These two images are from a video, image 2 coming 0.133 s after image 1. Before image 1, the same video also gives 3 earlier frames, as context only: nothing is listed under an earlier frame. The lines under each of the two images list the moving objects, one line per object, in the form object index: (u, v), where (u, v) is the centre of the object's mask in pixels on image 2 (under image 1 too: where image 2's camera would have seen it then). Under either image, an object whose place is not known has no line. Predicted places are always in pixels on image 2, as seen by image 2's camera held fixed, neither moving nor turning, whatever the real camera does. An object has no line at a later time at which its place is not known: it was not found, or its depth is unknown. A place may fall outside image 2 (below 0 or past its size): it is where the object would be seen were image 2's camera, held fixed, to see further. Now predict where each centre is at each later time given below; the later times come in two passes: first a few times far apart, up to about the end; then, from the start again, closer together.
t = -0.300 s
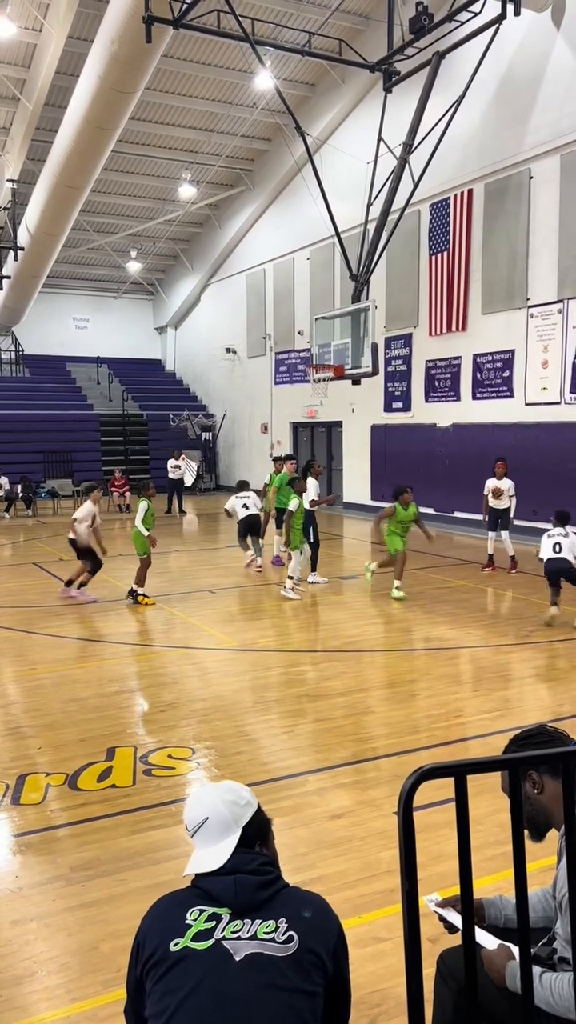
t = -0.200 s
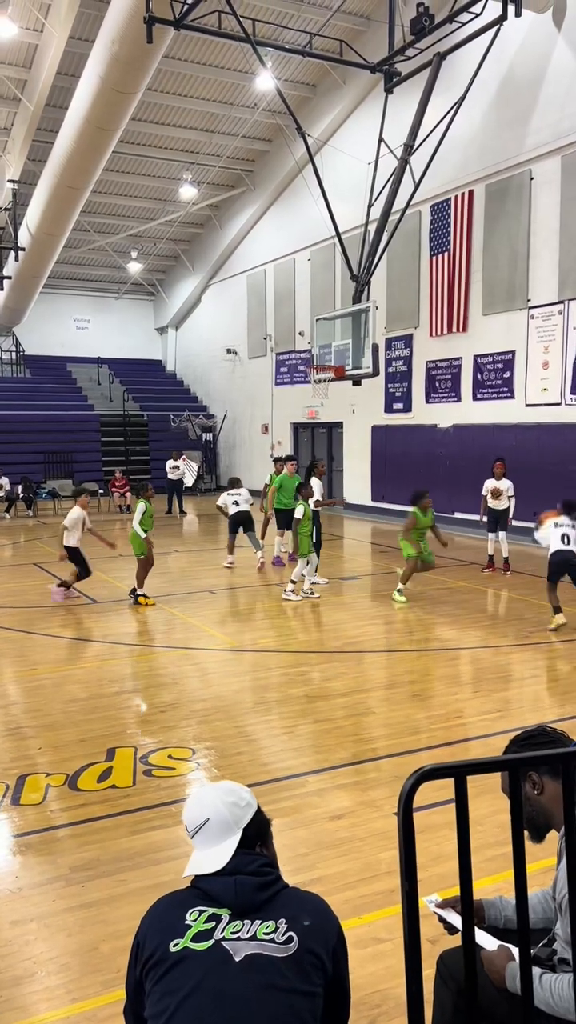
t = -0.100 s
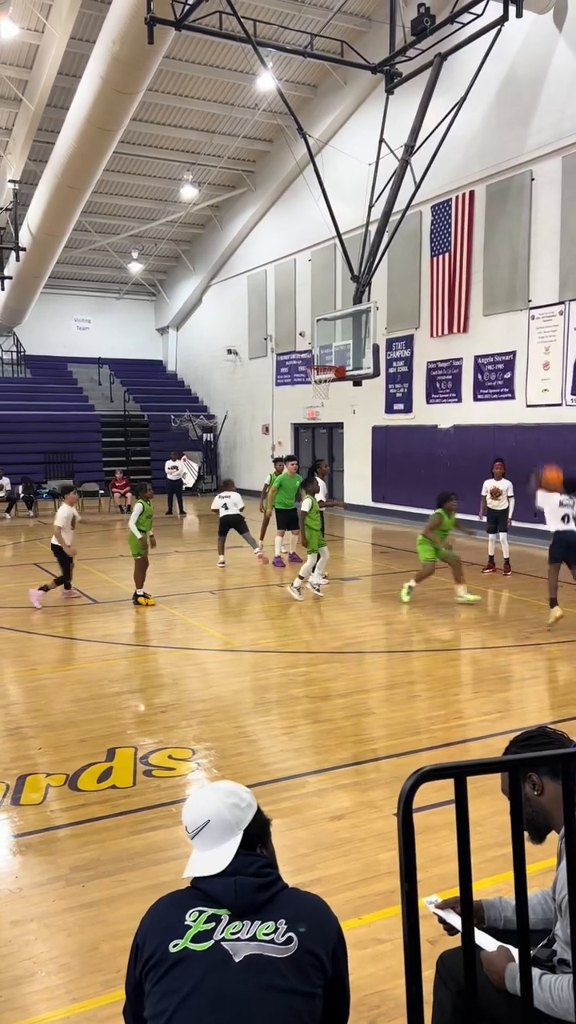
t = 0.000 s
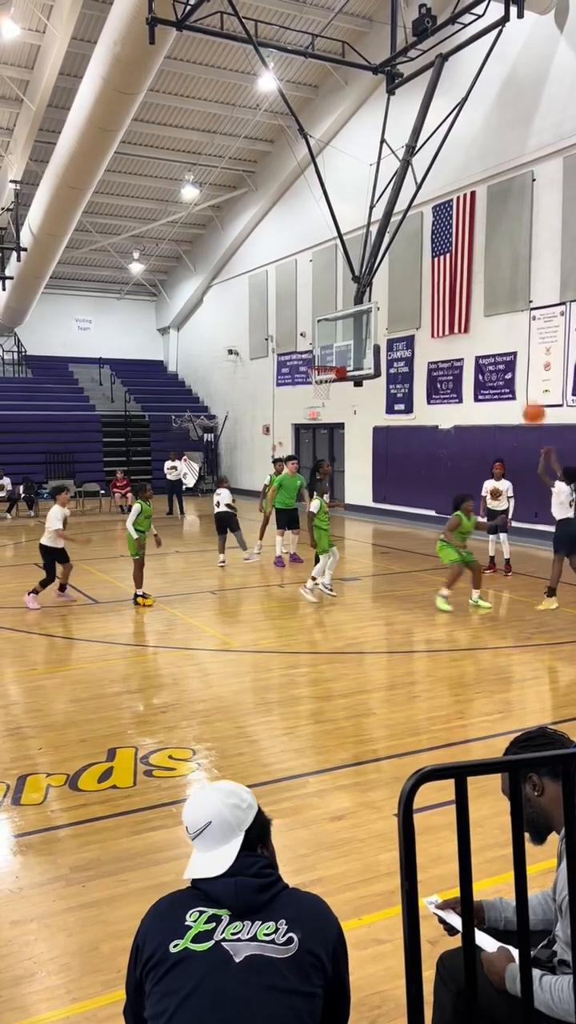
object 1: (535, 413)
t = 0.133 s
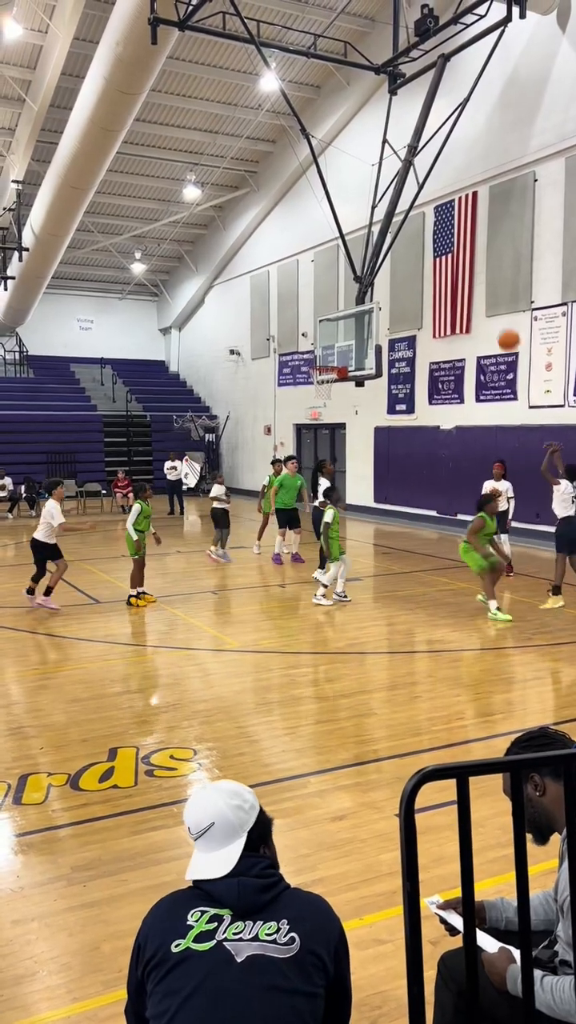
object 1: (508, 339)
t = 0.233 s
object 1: (490, 299)
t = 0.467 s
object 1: (449, 240)
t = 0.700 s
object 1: (414, 231)
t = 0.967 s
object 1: (378, 271)
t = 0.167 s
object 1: (502, 325)
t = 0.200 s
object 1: (495, 310)
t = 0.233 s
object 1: (490, 299)
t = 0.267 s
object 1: (484, 287)
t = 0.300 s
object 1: (478, 276)
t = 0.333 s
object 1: (473, 266)
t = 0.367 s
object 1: (466, 258)
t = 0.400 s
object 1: (460, 250)
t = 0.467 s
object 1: (449, 240)
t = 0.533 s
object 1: (438, 233)
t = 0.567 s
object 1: (432, 231)
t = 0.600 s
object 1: (428, 229)
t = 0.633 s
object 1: (423, 229)
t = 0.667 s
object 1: (418, 230)
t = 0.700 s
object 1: (414, 231)
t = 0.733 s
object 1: (409, 234)
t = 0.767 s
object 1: (403, 237)
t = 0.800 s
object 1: (399, 240)
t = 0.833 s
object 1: (395, 245)
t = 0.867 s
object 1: (390, 250)
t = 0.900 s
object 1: (386, 256)
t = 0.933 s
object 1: (381, 263)
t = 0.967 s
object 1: (378, 271)
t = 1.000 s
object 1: (373, 279)
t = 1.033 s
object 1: (369, 288)
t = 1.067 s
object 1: (364, 297)
